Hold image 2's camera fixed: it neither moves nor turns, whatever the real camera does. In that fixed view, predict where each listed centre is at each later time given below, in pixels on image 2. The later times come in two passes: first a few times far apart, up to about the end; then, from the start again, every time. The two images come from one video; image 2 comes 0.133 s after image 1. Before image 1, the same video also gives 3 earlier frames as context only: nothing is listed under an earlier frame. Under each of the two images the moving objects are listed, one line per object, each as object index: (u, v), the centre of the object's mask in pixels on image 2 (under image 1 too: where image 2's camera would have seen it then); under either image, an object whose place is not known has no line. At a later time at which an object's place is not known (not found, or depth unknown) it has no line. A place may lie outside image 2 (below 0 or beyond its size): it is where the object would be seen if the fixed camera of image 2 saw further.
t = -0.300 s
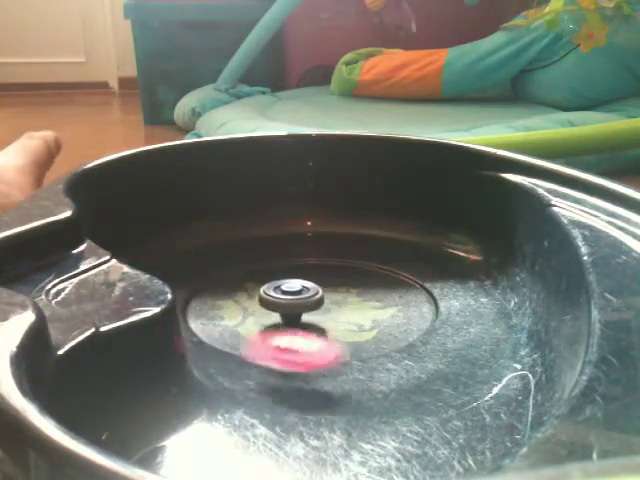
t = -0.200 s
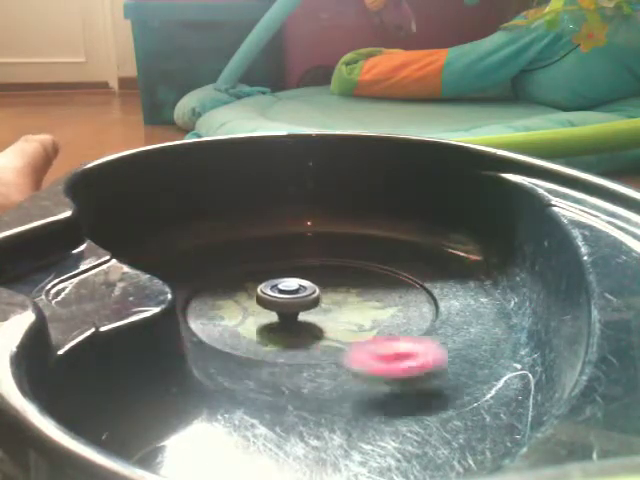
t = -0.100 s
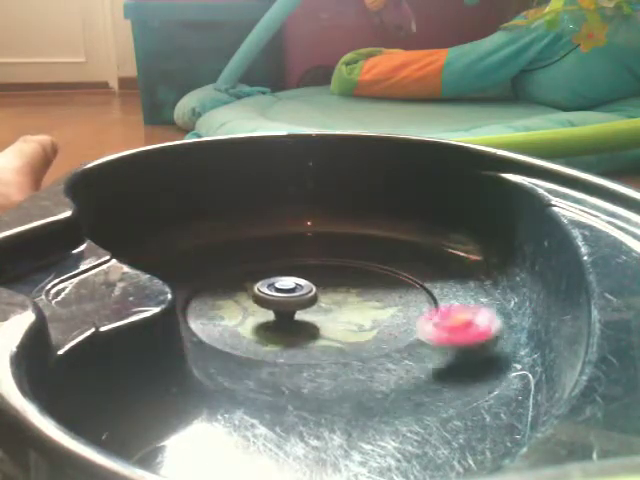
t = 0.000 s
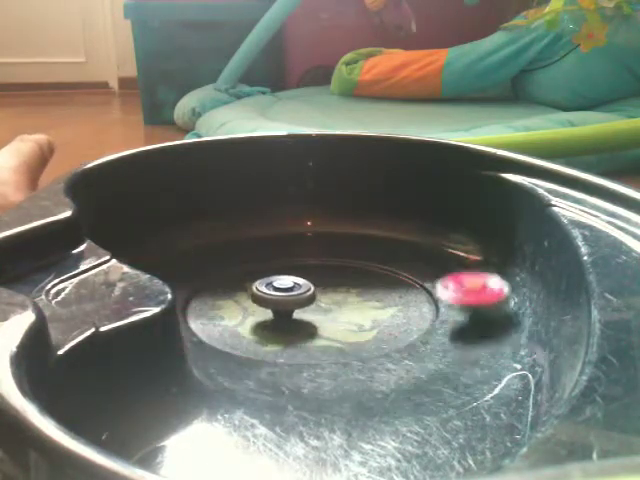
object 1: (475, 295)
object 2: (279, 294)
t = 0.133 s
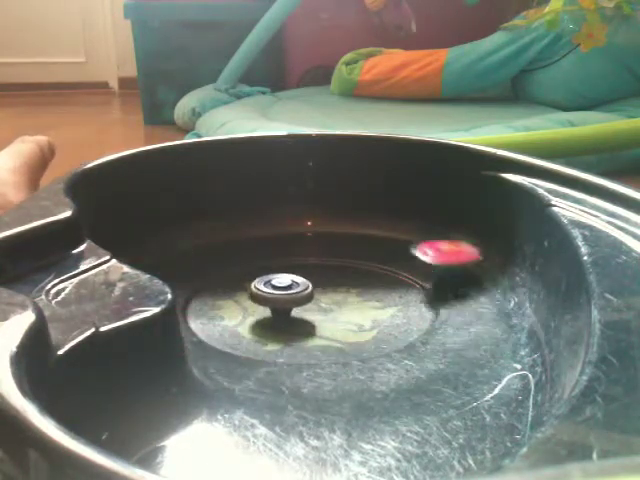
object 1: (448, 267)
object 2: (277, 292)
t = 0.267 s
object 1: (375, 238)
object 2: (277, 291)
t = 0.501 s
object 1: (218, 236)
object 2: (281, 286)
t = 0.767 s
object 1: (187, 305)
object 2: (286, 282)
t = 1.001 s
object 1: (355, 358)
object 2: (289, 281)
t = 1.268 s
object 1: (467, 289)
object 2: (303, 282)
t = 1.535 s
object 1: (354, 231)
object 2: (318, 281)
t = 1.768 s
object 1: (201, 248)
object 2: (325, 280)
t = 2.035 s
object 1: (205, 318)
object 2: (328, 282)
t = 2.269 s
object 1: (394, 351)
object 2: (328, 285)
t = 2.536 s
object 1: (453, 279)
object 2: (330, 290)
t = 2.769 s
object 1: (340, 240)
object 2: (331, 294)
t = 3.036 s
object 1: (181, 264)
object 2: (329, 296)
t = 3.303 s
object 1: (237, 332)
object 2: (321, 298)
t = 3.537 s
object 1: (422, 340)
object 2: (313, 299)
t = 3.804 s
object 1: (436, 267)
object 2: (301, 298)
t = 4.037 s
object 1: (309, 245)
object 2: (293, 298)
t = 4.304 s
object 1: (195, 289)
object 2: (287, 296)
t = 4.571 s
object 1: (322, 336)
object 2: (291, 294)
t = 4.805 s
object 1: (429, 295)
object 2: (291, 289)
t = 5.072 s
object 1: (339, 253)
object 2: (298, 285)
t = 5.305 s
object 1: (217, 274)
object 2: (296, 280)
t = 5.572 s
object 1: (268, 328)
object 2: (293, 282)
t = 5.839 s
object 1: (421, 305)
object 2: (304, 285)
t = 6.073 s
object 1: (379, 264)
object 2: (314, 288)
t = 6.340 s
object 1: (245, 269)
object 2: (330, 289)
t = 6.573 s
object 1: (227, 318)
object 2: (341, 286)
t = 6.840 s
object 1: (392, 320)
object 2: (331, 284)
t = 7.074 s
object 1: (408, 275)
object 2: (320, 289)
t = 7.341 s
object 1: (281, 266)
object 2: (314, 297)
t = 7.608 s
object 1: (219, 306)
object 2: (321, 300)
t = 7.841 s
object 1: (332, 329)
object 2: (318, 294)
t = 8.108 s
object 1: (404, 284)
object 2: (302, 294)
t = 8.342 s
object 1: (311, 258)
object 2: (289, 293)
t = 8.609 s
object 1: (215, 286)
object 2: (284, 295)
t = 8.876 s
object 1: (301, 326)
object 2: (287, 290)
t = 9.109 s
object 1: (397, 294)
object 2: (296, 291)
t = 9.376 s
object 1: (327, 260)
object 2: (302, 287)
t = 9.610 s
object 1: (234, 274)
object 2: (305, 284)
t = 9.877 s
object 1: (272, 318)
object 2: (310, 283)
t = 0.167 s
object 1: (434, 263)
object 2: (277, 292)
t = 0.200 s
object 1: (417, 249)
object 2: (277, 291)
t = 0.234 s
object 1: (399, 252)
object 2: (277, 291)
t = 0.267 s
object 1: (375, 238)
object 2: (277, 291)
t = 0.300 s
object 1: (355, 239)
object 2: (277, 290)
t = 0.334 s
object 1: (332, 239)
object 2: (278, 289)
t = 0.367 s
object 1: (304, 226)
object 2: (279, 289)
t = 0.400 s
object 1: (284, 226)
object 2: (280, 288)
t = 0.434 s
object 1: (261, 228)
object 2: (280, 287)
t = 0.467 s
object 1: (237, 232)
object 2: (281, 287)
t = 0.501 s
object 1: (218, 236)
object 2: (281, 286)
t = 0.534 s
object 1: (200, 242)
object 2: (282, 286)
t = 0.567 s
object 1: (178, 253)
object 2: (282, 285)
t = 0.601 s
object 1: (167, 259)
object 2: (283, 285)
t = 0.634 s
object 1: (161, 264)
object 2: (283, 284)
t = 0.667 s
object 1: (160, 269)
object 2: (283, 283)
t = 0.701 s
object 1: (166, 278)
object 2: (284, 283)
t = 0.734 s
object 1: (177, 292)
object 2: (287, 284)
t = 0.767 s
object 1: (187, 305)
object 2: (286, 282)
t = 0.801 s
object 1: (194, 314)
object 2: (288, 283)
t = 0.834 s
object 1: (206, 323)
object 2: (287, 281)
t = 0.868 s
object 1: (225, 334)
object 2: (287, 281)
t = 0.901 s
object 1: (259, 343)
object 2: (287, 281)
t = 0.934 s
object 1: (291, 348)
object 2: (288, 281)
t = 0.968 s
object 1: (324, 356)
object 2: (290, 282)
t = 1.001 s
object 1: (355, 358)
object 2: (289, 281)
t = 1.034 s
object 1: (387, 359)
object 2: (292, 282)
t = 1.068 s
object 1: (413, 353)
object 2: (293, 282)
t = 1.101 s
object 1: (434, 344)
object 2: (294, 282)
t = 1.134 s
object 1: (450, 334)
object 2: (296, 282)
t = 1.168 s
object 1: (461, 322)
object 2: (297, 282)
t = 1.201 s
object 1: (466, 311)
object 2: (298, 281)
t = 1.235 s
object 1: (468, 299)
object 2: (301, 282)
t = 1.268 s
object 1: (467, 289)
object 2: (303, 282)
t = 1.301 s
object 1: (463, 279)
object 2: (306, 282)
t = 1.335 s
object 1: (457, 270)
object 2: (307, 282)
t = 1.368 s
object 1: (446, 263)
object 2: (309, 282)
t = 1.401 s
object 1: (432, 258)
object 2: (311, 282)
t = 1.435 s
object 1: (417, 257)
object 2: (313, 282)
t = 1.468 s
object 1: (400, 247)
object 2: (315, 282)
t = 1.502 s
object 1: (376, 234)
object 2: (317, 281)
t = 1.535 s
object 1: (354, 231)
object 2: (318, 281)
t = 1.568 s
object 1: (332, 229)
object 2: (317, 281)
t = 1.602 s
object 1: (311, 229)
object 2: (320, 281)
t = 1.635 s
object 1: (284, 229)
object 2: (321, 281)
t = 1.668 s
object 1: (261, 233)
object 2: (323, 281)
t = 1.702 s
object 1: (241, 236)
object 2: (324, 281)
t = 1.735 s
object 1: (221, 241)
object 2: (324, 281)
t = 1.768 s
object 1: (201, 248)
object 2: (325, 280)
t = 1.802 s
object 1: (184, 260)
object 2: (325, 280)
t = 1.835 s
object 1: (174, 266)
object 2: (325, 280)
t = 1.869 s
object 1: (170, 271)
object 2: (325, 281)
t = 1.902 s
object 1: (171, 276)
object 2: (325, 281)
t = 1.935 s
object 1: (179, 287)
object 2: (326, 281)
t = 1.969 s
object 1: (188, 299)
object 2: (327, 282)
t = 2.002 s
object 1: (194, 309)
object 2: (327, 282)
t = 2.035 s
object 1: (205, 318)
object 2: (328, 282)
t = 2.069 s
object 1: (217, 329)
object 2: (327, 282)
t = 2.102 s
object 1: (247, 337)
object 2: (327, 283)
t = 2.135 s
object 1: (278, 342)
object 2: (327, 283)
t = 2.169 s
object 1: (310, 349)
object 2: (327, 284)
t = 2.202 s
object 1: (338, 353)
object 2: (327, 284)
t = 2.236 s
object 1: (367, 354)
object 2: (327, 285)
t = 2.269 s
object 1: (394, 351)
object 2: (328, 285)
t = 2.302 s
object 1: (417, 347)
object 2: (328, 286)
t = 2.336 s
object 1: (434, 341)
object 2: (328, 287)
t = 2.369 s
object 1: (448, 331)
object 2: (329, 287)
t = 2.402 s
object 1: (457, 320)
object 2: (329, 288)
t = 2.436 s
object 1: (459, 308)
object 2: (329, 288)
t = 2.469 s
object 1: (459, 297)
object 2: (329, 289)
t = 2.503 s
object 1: (457, 287)
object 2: (329, 290)
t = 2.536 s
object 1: (453, 279)
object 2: (330, 290)
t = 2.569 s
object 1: (446, 270)
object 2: (330, 291)
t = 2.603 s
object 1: (434, 262)
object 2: (330, 291)
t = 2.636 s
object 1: (419, 259)
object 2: (331, 292)
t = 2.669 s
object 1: (403, 252)
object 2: (331, 292)
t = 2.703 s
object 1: (383, 244)
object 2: (331, 293)
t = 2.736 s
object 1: (366, 241)
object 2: (331, 294)
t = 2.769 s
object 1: (340, 240)
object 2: (331, 294)
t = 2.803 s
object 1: (321, 244)
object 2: (332, 295)
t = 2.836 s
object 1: (296, 240)
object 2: (332, 295)
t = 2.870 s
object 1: (277, 235)
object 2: (332, 295)
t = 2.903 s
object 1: (255, 238)
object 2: (332, 295)
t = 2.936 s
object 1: (235, 241)
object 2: (332, 295)
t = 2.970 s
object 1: (214, 246)
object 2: (331, 296)
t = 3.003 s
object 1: (193, 252)
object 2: (331, 296)
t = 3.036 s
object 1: (181, 264)
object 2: (329, 296)
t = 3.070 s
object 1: (177, 276)
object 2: (329, 296)
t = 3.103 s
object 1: (173, 274)
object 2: (328, 296)
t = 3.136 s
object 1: (178, 285)
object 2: (327, 296)
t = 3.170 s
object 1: (185, 294)
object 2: (326, 297)
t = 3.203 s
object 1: (193, 306)
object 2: (325, 297)
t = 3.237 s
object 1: (202, 318)
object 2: (323, 297)
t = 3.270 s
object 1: (214, 326)
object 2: (322, 297)
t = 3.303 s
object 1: (237, 332)
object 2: (321, 298)
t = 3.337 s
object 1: (270, 339)
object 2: (320, 298)
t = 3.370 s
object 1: (298, 345)
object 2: (318, 298)
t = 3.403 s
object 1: (325, 348)
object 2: (317, 298)
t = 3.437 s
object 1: (352, 351)
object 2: (316, 299)
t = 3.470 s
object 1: (382, 352)
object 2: (315, 299)
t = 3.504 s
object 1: (405, 348)
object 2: (314, 299)
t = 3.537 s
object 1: (422, 340)
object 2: (313, 299)
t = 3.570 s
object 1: (435, 332)
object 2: (312, 299)
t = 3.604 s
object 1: (446, 323)
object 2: (310, 299)
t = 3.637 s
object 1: (453, 312)
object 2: (308, 298)
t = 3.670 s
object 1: (453, 302)
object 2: (307, 298)
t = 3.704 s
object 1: (452, 293)
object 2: (305, 298)
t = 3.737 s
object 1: (450, 285)
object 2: (303, 298)
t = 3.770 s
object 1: (445, 277)
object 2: (302, 298)
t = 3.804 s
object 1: (436, 267)
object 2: (301, 298)
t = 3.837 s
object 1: (424, 261)
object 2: (299, 298)
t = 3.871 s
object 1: (410, 257)
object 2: (298, 298)
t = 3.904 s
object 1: (393, 254)
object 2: (297, 298)
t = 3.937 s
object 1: (374, 259)
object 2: (295, 298)
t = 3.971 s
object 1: (354, 257)
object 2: (294, 298)
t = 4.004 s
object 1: (330, 246)
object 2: (294, 298)
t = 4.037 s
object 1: (309, 245)
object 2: (293, 298)
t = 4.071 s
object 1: (290, 242)
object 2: (293, 298)
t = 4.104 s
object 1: (263, 248)
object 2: (292, 297)
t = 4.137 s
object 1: (244, 256)
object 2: (291, 297)
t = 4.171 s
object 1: (226, 265)
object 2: (291, 297)
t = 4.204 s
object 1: (212, 271)
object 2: (290, 297)
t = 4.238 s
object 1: (201, 277)
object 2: (289, 296)
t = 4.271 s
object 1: (196, 284)
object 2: (288, 296)
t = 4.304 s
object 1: (195, 289)
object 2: (287, 296)
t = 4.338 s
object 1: (199, 299)
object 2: (286, 295)
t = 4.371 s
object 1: (204, 309)
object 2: (286, 295)
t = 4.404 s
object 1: (212, 318)
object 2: (286, 295)
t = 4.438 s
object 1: (226, 325)
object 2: (286, 295)
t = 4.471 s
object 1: (252, 330)
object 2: (287, 294)
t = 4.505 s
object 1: (277, 334)
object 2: (287, 293)
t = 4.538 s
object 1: (296, 335)
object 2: (291, 293)
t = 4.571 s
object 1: (322, 336)
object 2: (291, 294)
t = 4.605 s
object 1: (347, 335)
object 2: (289, 293)
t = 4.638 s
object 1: (376, 330)
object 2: (292, 293)
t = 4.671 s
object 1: (398, 324)
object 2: (289, 292)
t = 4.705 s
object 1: (411, 318)
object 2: (293, 292)
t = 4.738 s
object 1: (421, 310)
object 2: (293, 291)
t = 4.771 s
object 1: (427, 302)
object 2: (291, 290)
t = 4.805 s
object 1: (429, 295)
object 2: (291, 289)
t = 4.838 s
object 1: (427, 287)
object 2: (292, 289)
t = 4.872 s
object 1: (422, 279)
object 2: (292, 288)
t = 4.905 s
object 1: (414, 273)
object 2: (293, 288)
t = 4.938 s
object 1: (403, 268)
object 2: (293, 287)
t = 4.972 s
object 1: (389, 264)
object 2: (294, 287)
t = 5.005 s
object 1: (373, 261)
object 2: (295, 286)
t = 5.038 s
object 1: (356, 256)
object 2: (295, 285)
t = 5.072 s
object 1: (339, 253)
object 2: (298, 285)
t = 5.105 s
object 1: (323, 255)
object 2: (298, 284)
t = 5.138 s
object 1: (301, 249)
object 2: (298, 284)
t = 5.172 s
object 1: (282, 251)
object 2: (299, 282)
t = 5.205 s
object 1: (262, 256)
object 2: (299, 282)
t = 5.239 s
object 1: (245, 260)
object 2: (298, 281)
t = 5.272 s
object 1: (231, 267)
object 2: (297, 280)
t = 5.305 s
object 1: (217, 274)
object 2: (296, 280)
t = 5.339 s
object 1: (208, 281)
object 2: (295, 280)
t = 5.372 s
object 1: (203, 288)
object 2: (294, 280)
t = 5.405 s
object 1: (203, 295)
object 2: (293, 280)
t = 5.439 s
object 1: (208, 303)
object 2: (292, 280)
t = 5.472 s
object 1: (212, 311)
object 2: (292, 281)
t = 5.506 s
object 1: (225, 318)
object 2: (292, 281)
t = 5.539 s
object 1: (246, 322)
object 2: (292, 282)
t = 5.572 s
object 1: (268, 328)
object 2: (293, 282)
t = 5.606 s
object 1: (291, 330)
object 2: (294, 282)
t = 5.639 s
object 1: (311, 332)
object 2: (296, 283)
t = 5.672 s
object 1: (336, 330)
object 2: (297, 283)
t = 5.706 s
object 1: (359, 328)
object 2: (298, 285)
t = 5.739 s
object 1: (382, 326)
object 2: (300, 285)
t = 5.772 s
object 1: (400, 319)
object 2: (302, 285)
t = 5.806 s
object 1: (413, 313)
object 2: (303, 285)
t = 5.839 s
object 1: (421, 305)
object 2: (304, 285)
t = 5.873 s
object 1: (425, 297)
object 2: (303, 285)
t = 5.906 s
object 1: (425, 292)
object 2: (305, 286)
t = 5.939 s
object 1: (422, 283)
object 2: (307, 286)
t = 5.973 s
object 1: (416, 276)
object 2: (308, 286)
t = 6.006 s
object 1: (405, 271)
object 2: (310, 286)
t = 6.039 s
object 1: (394, 268)
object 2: (310, 287)
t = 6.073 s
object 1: (379, 264)
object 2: (314, 288)
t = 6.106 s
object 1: (362, 261)
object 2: (315, 288)
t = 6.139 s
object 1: (348, 257)
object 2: (317, 288)
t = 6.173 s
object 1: (332, 256)
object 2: (319, 289)
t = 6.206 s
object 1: (315, 254)
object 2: (320, 289)
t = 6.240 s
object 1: (291, 258)
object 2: (324, 289)
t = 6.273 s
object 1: (274, 260)
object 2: (325, 289)
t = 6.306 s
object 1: (259, 265)
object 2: (327, 289)
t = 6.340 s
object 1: (245, 269)
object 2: (330, 289)
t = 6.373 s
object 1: (232, 274)
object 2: (333, 289)
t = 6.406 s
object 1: (221, 282)
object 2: (335, 288)
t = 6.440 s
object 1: (217, 286)
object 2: (337, 288)
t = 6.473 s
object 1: (215, 294)
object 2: (339, 287)
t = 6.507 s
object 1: (216, 302)
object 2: (340, 287)
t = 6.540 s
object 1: (219, 312)
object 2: (340, 286)
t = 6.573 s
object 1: (227, 318)
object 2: (341, 286)
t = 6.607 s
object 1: (248, 322)
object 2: (343, 286)
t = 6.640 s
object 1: (268, 327)
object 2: (340, 285)
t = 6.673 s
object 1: (290, 329)
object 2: (340, 284)
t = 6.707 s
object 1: (314, 331)
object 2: (339, 284)
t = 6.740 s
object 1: (335, 329)
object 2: (337, 284)
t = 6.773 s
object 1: (353, 328)
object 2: (335, 283)
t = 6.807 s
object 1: (373, 325)
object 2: (334, 284)
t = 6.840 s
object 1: (392, 320)
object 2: (331, 284)
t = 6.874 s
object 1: (407, 313)
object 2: (331, 285)
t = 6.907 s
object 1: (417, 308)
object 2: (329, 285)
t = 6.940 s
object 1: (423, 301)
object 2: (326, 286)
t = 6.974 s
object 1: (425, 295)
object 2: (325, 287)
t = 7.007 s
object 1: (422, 288)
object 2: (324, 288)
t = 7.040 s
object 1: (416, 281)
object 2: (322, 288)
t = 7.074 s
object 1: (408, 275)
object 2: (320, 289)
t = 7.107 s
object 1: (397, 269)
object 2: (319, 290)
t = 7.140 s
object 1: (383, 268)
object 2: (316, 291)
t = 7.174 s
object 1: (368, 265)
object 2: (316, 292)
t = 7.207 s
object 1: (354, 266)
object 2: (316, 294)
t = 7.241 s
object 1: (337, 261)
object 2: (315, 295)
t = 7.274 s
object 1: (320, 259)
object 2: (315, 296)
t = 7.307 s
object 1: (296, 263)
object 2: (314, 296)
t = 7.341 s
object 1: (281, 266)
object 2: (314, 297)
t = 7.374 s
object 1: (268, 264)
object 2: (317, 298)
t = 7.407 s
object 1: (253, 269)
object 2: (316, 298)
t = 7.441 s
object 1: (239, 274)
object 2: (318, 299)
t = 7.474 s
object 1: (228, 278)
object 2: (319, 300)
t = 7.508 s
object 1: (222, 284)
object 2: (320, 300)
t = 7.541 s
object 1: (218, 291)
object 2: (320, 300)
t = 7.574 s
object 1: (217, 297)
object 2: (321, 300)
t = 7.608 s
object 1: (219, 306)
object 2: (321, 300)
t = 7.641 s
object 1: (226, 309)
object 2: (322, 300)
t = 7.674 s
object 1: (238, 316)
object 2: (322, 300)
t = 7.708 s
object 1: (257, 324)
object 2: (322, 300)
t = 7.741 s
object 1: (277, 326)
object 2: (322, 299)
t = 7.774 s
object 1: (298, 328)
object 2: (321, 295)
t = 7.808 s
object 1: (320, 330)
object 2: (318, 293)
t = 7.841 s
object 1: (332, 329)
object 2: (318, 294)
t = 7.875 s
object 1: (353, 325)
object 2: (316, 295)
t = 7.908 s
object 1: (374, 320)
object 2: (316, 297)
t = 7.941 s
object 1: (395, 315)
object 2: (313, 296)
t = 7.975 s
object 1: (403, 310)
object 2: (312, 296)
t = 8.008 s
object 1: (408, 303)
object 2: (309, 295)
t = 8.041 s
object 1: (410, 296)
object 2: (306, 295)
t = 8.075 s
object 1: (408, 290)
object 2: (304, 295)
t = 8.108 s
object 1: (404, 284)
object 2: (302, 294)
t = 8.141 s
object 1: (395, 276)
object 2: (300, 294)
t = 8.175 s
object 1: (384, 268)
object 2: (298, 294)
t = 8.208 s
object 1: (372, 267)
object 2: (296, 294)
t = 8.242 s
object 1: (357, 264)
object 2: (294, 293)
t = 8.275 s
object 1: (343, 263)
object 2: (292, 293)
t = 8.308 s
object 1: (327, 260)
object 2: (292, 294)
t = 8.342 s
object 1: (311, 258)
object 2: (289, 293)
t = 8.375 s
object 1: (294, 258)
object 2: (287, 294)
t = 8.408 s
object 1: (280, 258)
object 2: (286, 294)
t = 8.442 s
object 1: (265, 262)
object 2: (286, 294)
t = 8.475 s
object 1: (251, 266)
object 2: (285, 294)
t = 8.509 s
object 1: (239, 270)
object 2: (285, 294)
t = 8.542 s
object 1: (229, 277)
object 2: (284, 295)
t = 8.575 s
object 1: (220, 281)
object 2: (284, 294)
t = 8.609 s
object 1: (215, 286)
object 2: (284, 295)
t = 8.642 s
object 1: (214, 293)
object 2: (284, 294)
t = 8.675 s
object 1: (218, 299)
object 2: (284, 295)
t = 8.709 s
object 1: (224, 303)
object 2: (285, 294)
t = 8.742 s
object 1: (234, 309)
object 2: (287, 294)
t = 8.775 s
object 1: (251, 319)
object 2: (288, 291)
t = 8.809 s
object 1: (267, 322)
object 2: (288, 289)
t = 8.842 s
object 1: (288, 325)
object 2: (287, 289)
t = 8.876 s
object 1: (301, 326)
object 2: (287, 290)
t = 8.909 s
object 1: (317, 325)
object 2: (288, 290)
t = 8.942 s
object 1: (339, 323)
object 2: (292, 294)
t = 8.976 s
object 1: (359, 318)
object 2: (291, 293)
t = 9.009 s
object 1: (376, 312)
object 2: (293, 292)
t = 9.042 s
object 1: (387, 307)
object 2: (294, 292)
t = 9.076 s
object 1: (394, 300)
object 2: (295, 292)
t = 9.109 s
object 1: (397, 294)
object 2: (296, 291)
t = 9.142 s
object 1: (397, 289)
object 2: (296, 291)
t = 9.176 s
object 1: (393, 283)
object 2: (297, 290)
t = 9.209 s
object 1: (387, 276)
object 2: (298, 289)
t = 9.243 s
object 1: (377, 274)
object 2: (299, 289)
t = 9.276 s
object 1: (367, 269)
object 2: (299, 288)
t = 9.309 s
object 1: (353, 266)
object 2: (301, 288)
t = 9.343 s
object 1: (341, 263)
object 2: (301, 288)
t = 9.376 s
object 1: (327, 260)
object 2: (302, 287)
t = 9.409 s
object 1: (312, 257)
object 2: (300, 286)
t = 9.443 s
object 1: (295, 256)
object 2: (303, 287)
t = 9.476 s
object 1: (280, 260)
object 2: (304, 286)
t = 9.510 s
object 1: (267, 263)
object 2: (306, 285)
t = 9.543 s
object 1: (255, 266)
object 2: (304, 285)
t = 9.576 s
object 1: (244, 271)
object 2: (305, 285)
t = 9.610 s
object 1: (234, 274)
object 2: (305, 284)
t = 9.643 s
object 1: (227, 278)
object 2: (306, 284)
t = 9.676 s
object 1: (222, 284)
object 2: (308, 285)
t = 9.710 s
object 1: (221, 290)
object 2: (307, 284)
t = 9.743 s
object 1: (223, 296)
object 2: (307, 284)
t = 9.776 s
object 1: (229, 302)
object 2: (308, 284)
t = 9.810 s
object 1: (239, 308)
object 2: (309, 283)
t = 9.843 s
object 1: (254, 314)
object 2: (309, 283)
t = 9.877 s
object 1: (272, 318)
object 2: (310, 283)
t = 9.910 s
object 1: (291, 320)
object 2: (310, 281)
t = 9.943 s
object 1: (309, 321)
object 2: (310, 281)
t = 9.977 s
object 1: (323, 321)
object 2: (310, 281)
